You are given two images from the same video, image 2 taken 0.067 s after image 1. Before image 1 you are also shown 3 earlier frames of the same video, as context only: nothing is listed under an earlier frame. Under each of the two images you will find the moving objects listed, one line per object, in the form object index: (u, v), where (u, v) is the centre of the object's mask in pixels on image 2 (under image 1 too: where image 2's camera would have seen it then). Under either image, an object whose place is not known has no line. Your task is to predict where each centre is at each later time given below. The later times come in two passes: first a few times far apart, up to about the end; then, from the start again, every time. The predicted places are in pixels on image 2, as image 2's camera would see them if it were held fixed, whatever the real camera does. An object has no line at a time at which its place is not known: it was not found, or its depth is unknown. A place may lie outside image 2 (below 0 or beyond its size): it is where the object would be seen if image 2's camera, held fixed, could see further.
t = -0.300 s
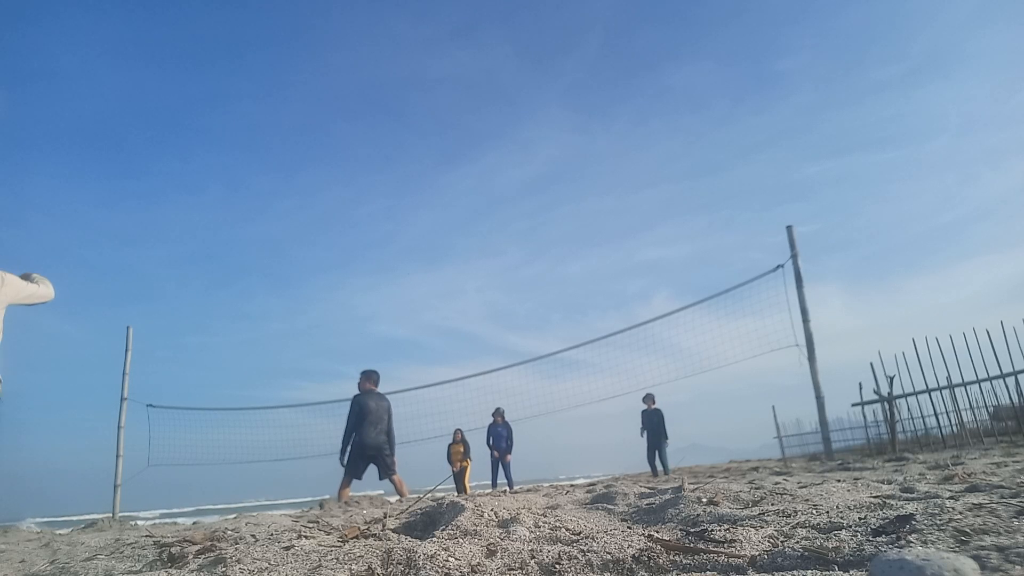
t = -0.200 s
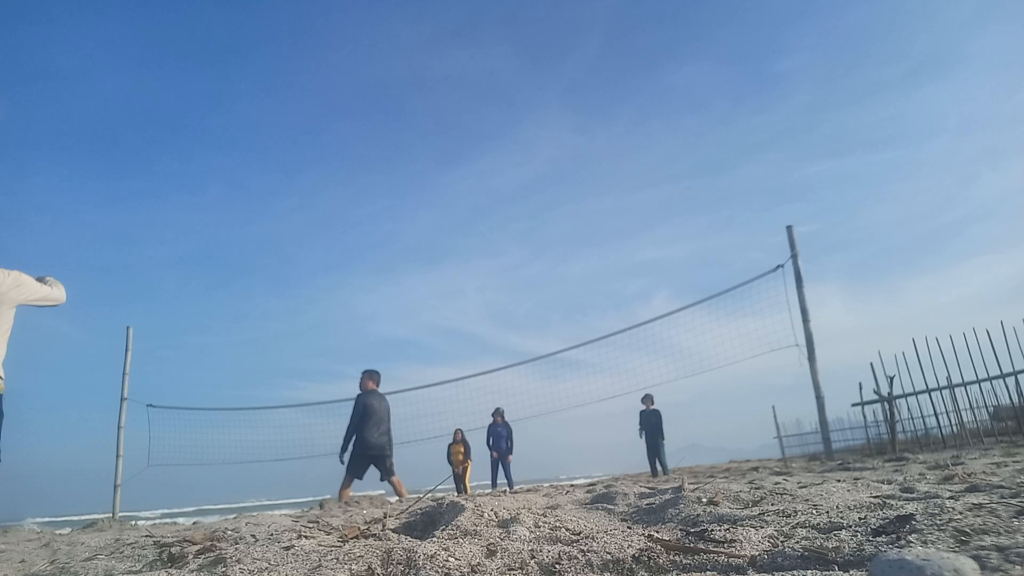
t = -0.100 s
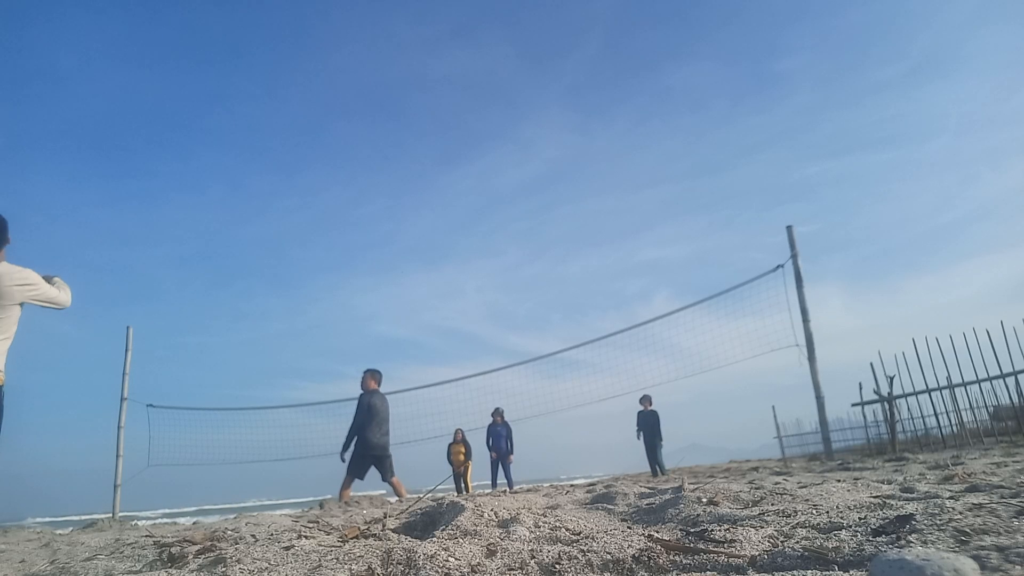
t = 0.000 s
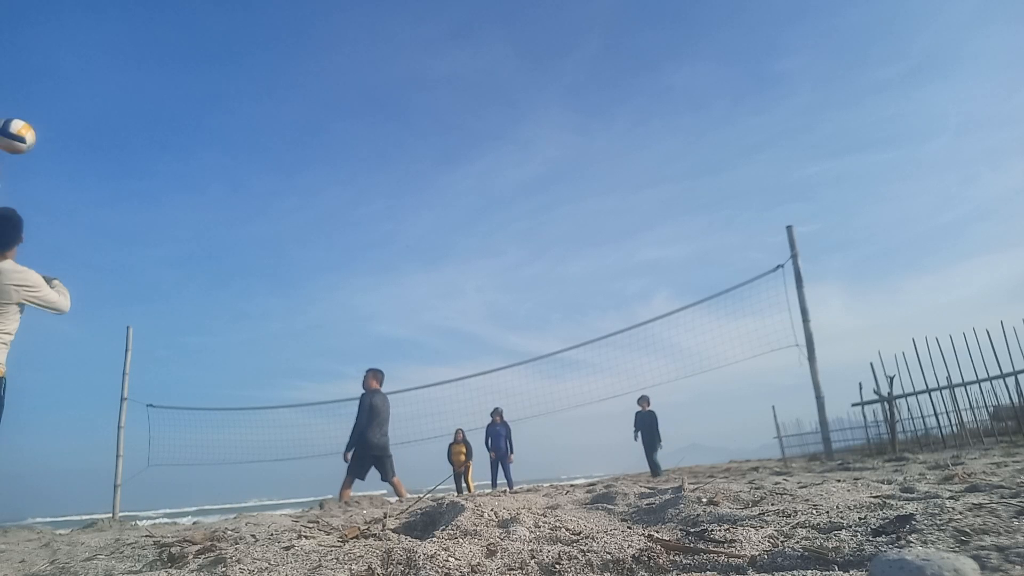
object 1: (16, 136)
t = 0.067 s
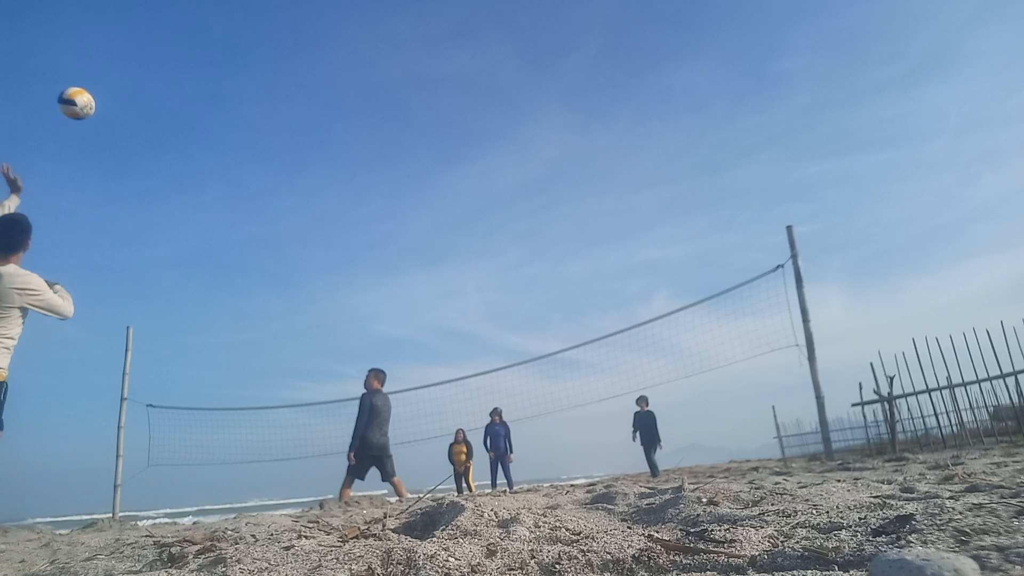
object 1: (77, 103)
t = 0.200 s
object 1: (168, 68)
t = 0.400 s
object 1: (258, 63)
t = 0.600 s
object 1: (320, 92)
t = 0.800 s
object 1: (365, 143)
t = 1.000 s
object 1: (400, 208)
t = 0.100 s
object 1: (103, 91)
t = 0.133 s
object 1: (126, 81)
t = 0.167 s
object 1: (148, 74)
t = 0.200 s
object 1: (168, 68)
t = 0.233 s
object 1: (186, 64)
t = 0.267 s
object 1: (203, 61)
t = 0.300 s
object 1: (218, 60)
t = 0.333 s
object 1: (233, 60)
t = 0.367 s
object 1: (246, 61)
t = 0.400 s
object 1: (258, 63)
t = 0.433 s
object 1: (270, 65)
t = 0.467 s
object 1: (280, 69)
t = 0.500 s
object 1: (291, 74)
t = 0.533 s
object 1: (301, 80)
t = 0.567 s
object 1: (311, 86)
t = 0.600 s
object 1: (320, 92)
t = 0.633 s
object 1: (328, 99)
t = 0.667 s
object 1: (336, 107)
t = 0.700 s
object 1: (344, 115)
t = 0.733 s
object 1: (351, 124)
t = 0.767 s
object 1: (358, 133)
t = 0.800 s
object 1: (365, 143)
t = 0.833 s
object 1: (371, 153)
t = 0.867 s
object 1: (377, 163)
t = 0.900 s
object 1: (383, 174)
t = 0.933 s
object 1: (389, 185)
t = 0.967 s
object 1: (394, 196)
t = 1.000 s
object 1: (400, 208)
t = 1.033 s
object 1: (405, 219)
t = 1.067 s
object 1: (410, 232)
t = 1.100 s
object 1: (414, 244)
